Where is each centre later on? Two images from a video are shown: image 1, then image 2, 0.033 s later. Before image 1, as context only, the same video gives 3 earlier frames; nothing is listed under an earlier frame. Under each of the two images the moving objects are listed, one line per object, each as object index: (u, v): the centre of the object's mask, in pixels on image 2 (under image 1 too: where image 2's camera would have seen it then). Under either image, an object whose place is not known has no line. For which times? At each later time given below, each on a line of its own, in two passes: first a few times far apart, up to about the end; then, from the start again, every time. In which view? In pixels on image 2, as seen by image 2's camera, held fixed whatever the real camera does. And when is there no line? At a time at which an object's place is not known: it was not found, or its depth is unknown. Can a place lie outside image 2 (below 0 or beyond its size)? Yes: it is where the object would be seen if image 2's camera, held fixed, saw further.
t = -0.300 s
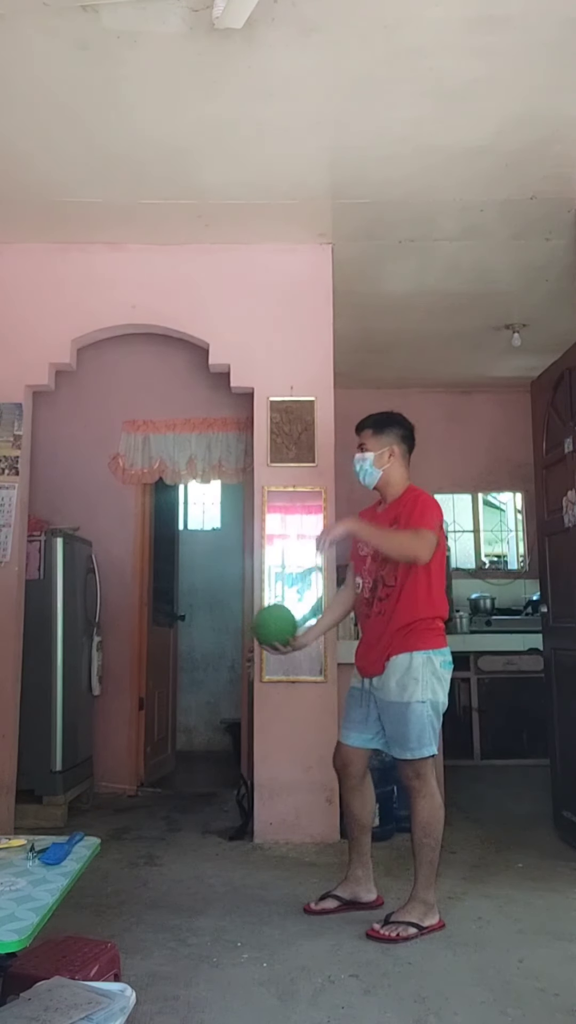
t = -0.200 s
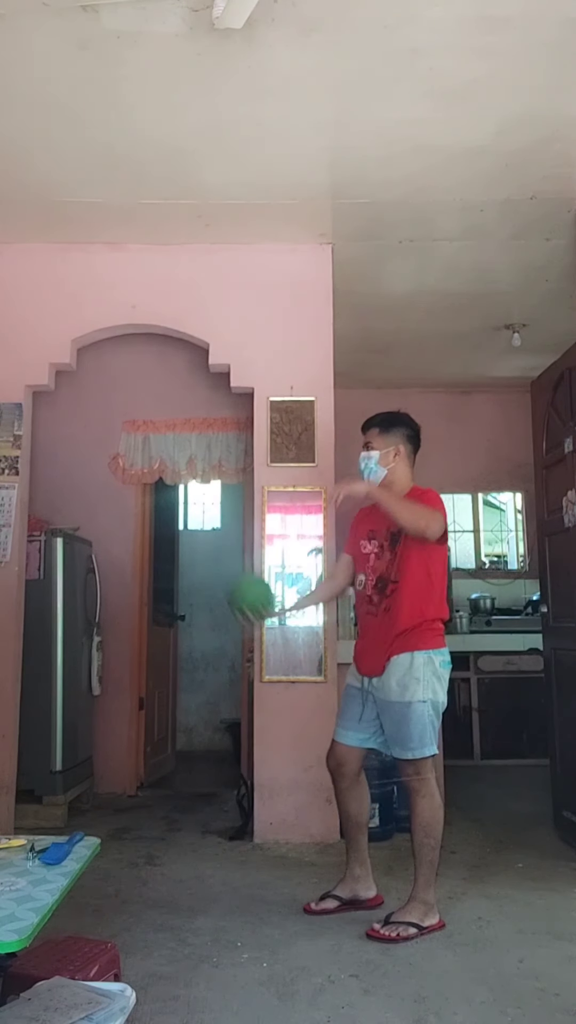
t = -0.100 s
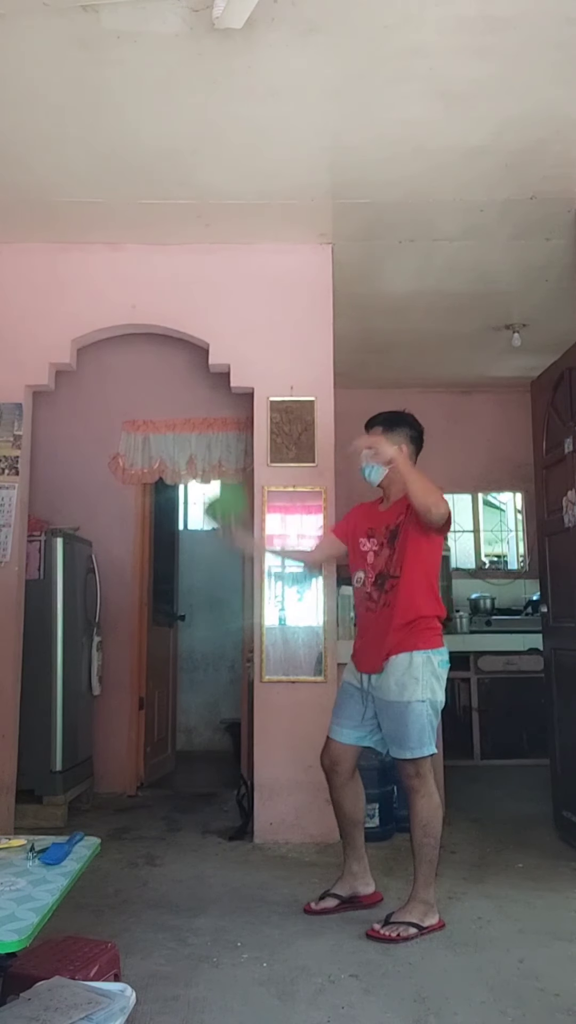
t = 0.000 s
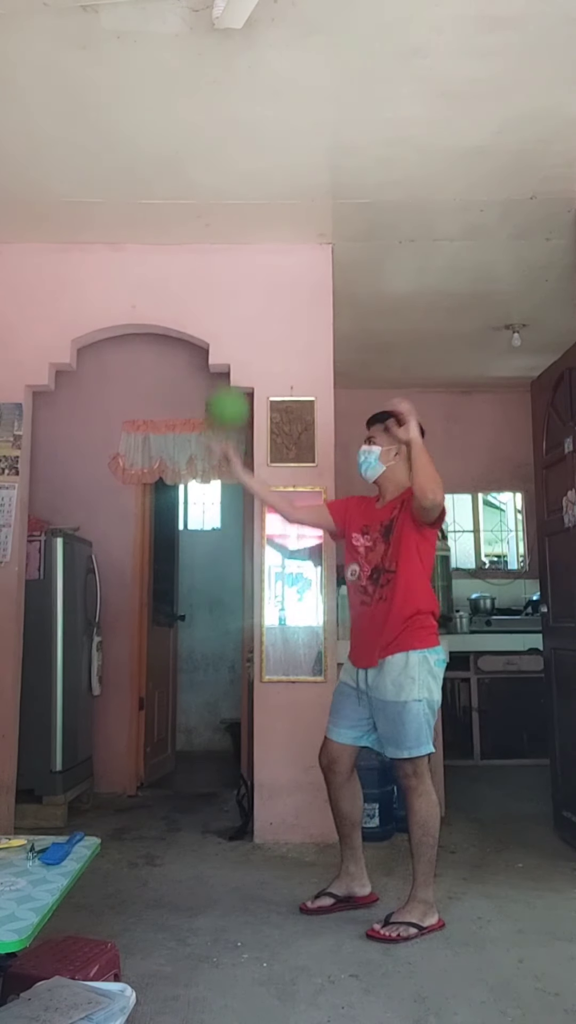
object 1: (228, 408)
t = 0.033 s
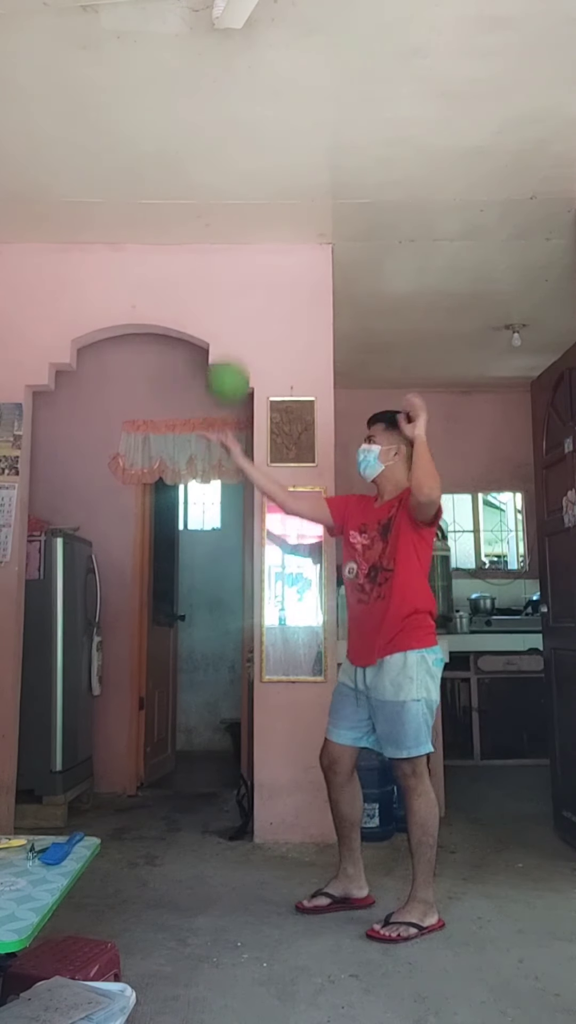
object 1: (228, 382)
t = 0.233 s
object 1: (229, 292)
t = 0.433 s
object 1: (229, 311)
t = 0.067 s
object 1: (228, 359)
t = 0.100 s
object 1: (228, 339)
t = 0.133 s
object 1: (228, 323)
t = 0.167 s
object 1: (228, 309)
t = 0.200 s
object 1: (229, 299)
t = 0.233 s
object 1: (229, 292)
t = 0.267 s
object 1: (229, 287)
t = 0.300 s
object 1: (229, 286)
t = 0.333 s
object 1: (229, 288)
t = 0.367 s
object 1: (229, 292)
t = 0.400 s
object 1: (229, 300)
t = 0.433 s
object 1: (229, 311)
